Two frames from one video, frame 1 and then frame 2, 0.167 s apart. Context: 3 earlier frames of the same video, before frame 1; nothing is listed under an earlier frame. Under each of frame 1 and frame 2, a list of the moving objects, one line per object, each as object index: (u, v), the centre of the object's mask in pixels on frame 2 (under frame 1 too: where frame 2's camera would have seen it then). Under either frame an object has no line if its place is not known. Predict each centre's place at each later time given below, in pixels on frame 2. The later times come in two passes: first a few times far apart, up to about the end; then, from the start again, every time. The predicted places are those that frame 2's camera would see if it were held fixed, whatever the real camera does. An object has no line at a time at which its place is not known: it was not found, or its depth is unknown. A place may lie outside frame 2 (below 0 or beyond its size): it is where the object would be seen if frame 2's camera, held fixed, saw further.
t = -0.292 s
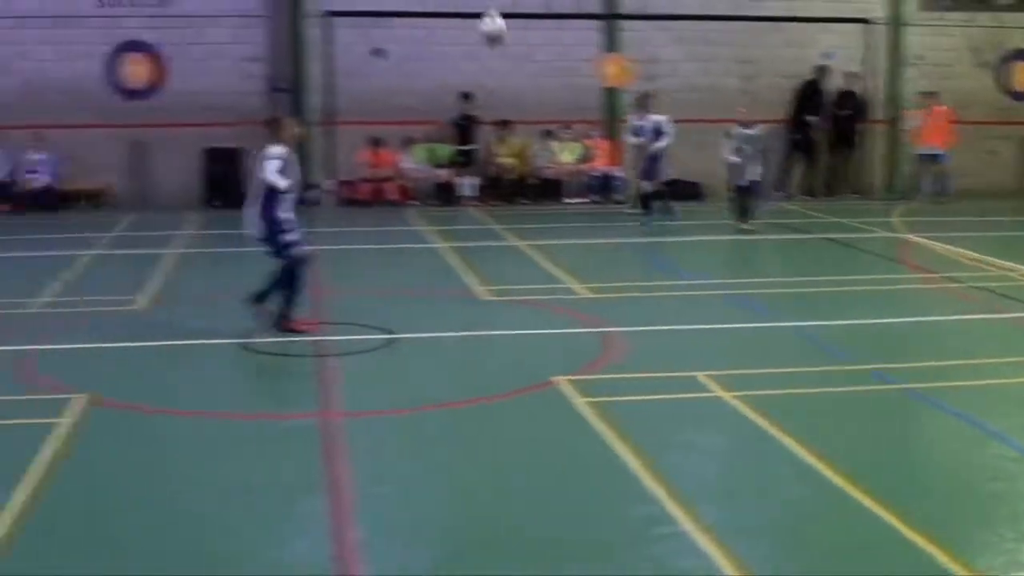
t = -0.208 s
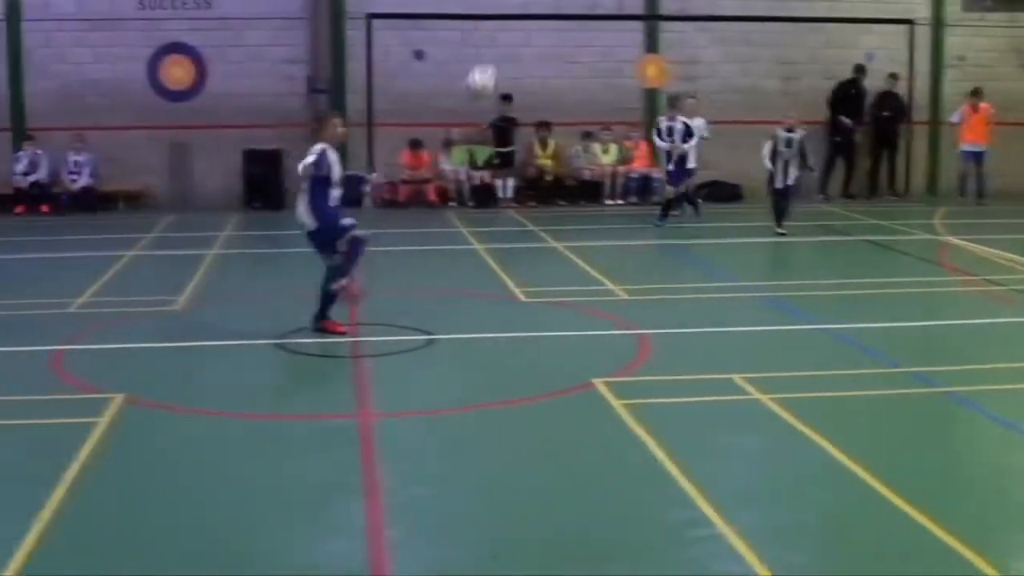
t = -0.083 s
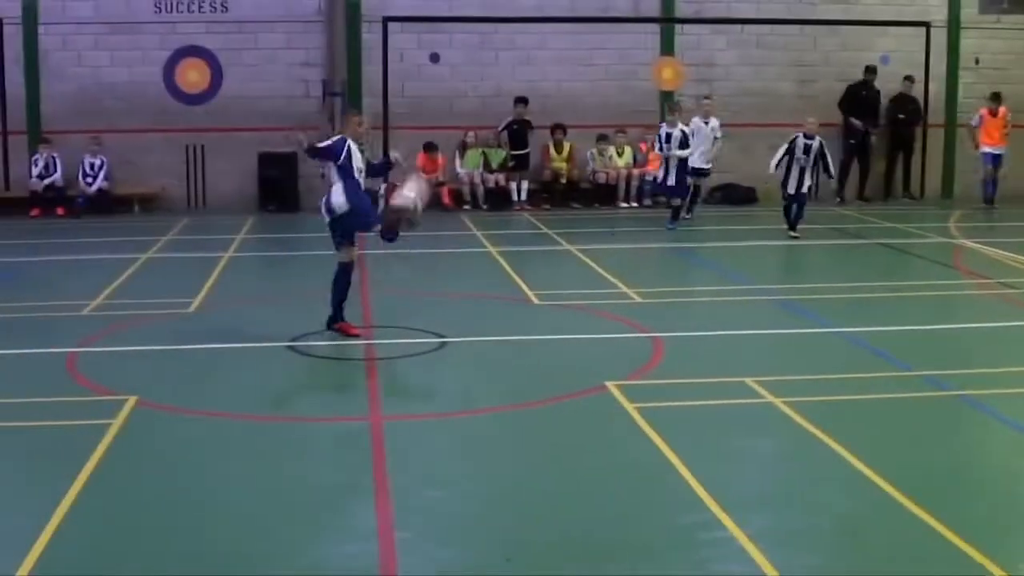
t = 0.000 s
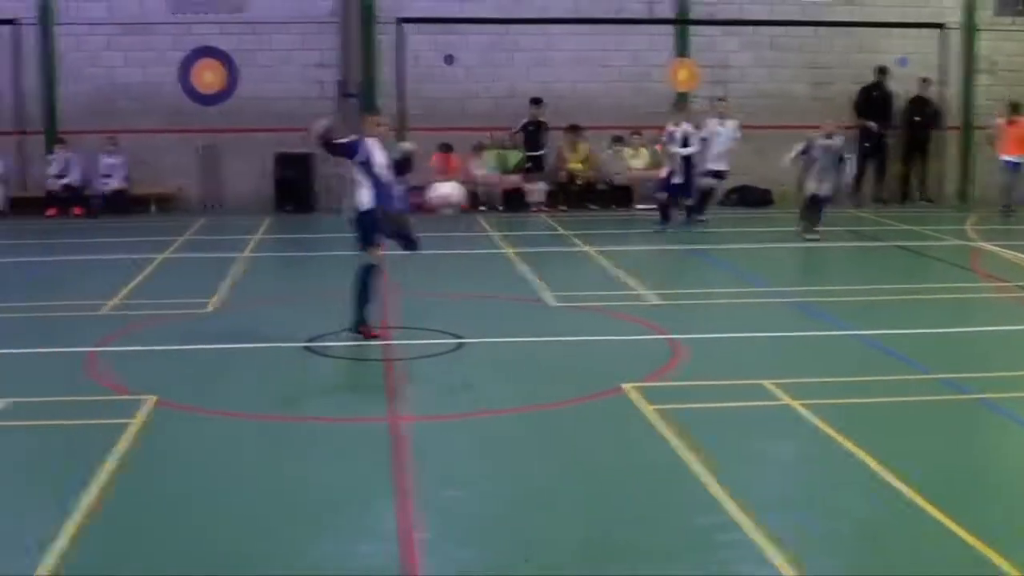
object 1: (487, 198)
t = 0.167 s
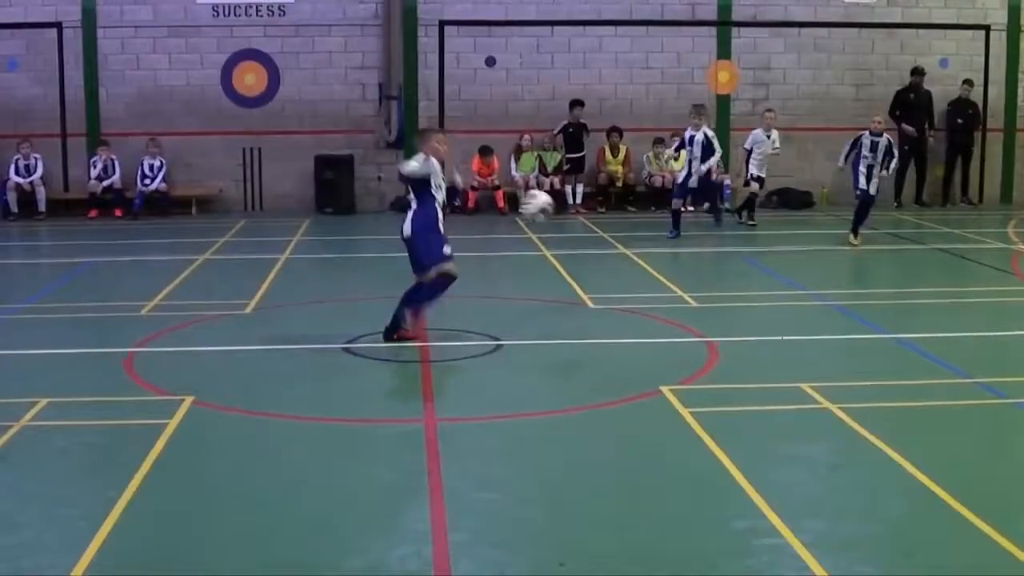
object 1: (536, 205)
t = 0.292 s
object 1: (573, 233)
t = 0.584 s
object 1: (637, 266)
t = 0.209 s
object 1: (548, 212)
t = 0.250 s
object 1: (562, 222)
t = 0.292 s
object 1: (573, 233)
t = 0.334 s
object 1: (585, 248)
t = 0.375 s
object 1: (596, 263)
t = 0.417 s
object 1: (607, 281)
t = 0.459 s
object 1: (614, 302)
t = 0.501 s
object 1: (622, 287)
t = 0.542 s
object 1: (629, 276)
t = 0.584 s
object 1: (637, 266)
